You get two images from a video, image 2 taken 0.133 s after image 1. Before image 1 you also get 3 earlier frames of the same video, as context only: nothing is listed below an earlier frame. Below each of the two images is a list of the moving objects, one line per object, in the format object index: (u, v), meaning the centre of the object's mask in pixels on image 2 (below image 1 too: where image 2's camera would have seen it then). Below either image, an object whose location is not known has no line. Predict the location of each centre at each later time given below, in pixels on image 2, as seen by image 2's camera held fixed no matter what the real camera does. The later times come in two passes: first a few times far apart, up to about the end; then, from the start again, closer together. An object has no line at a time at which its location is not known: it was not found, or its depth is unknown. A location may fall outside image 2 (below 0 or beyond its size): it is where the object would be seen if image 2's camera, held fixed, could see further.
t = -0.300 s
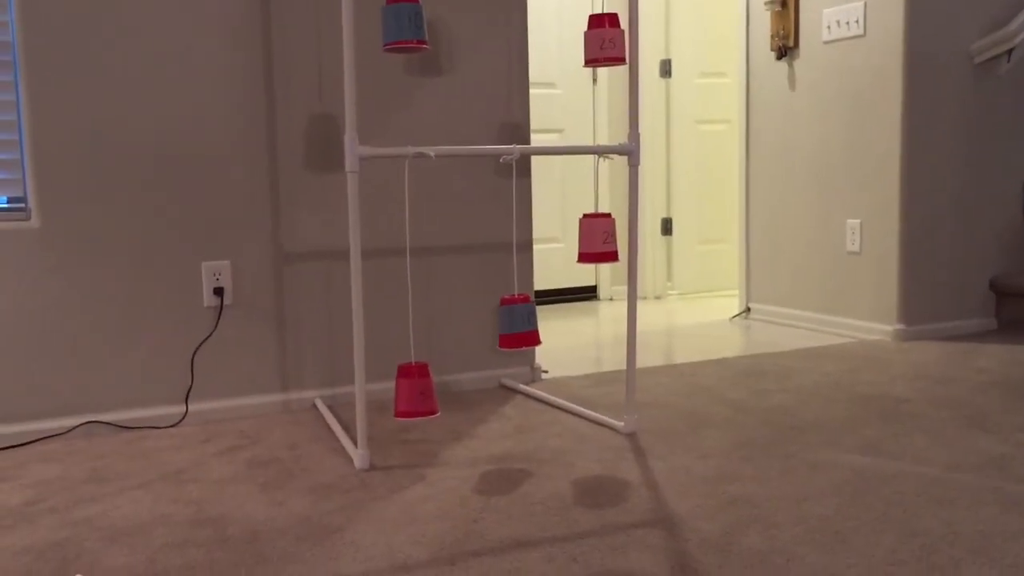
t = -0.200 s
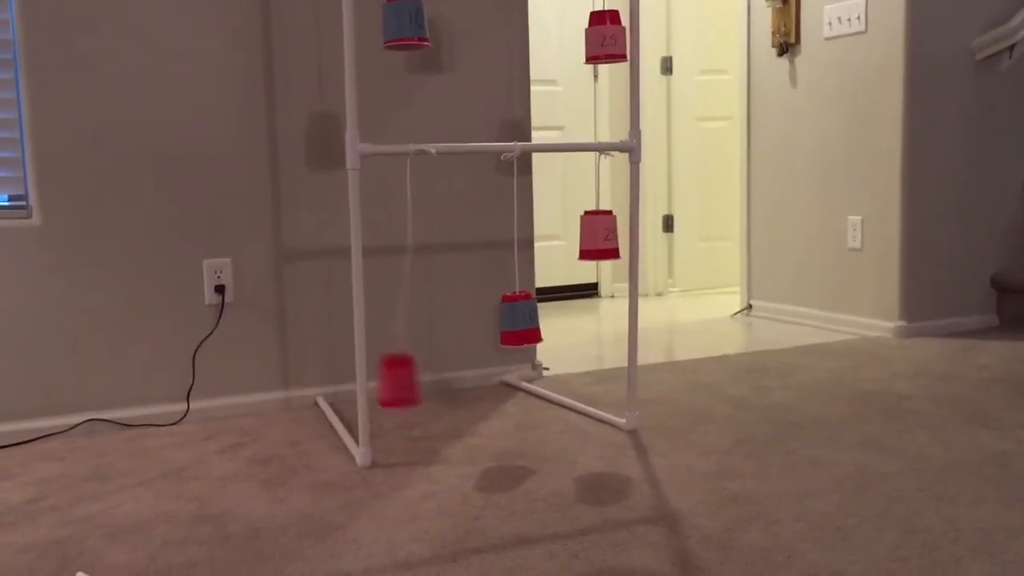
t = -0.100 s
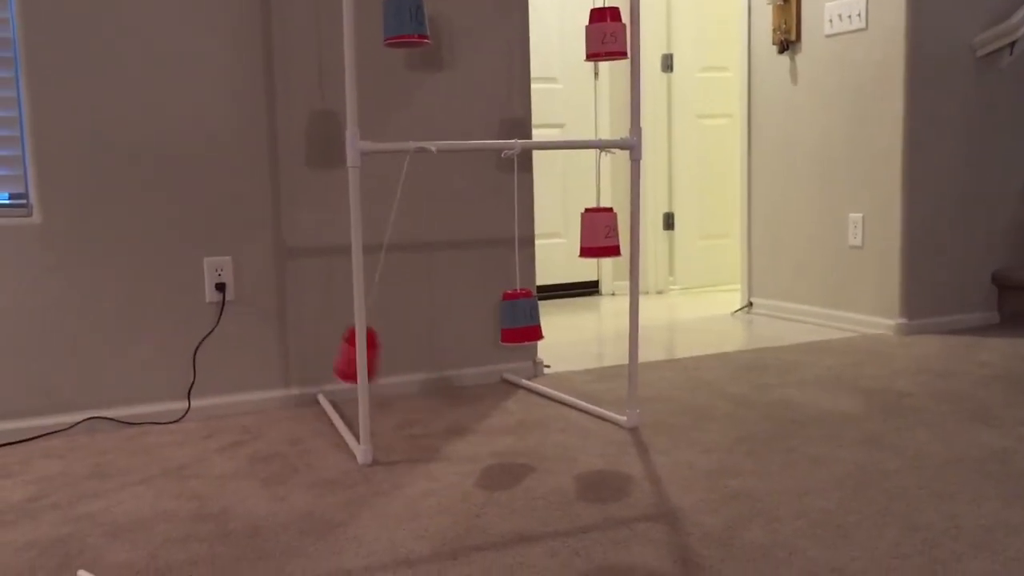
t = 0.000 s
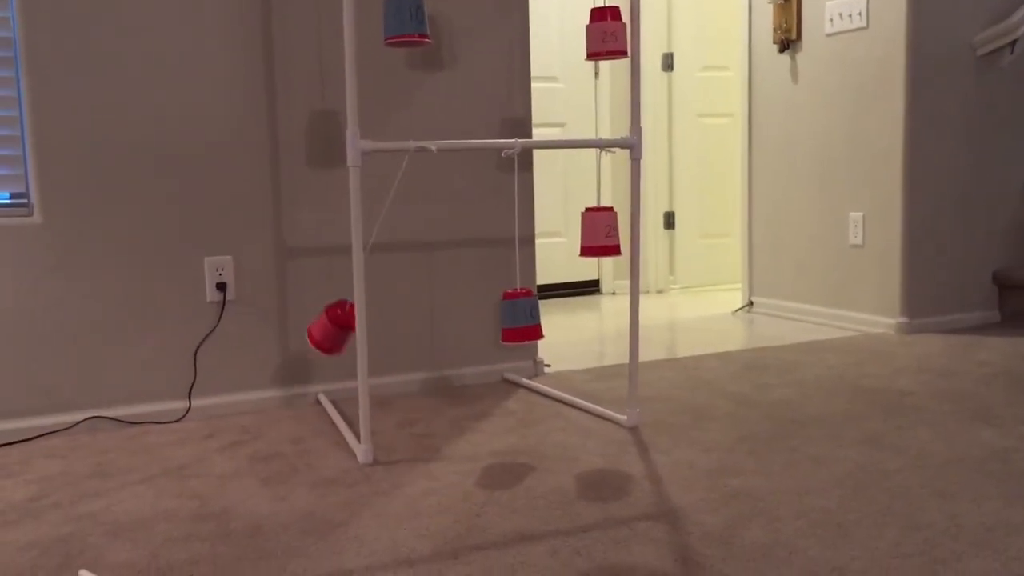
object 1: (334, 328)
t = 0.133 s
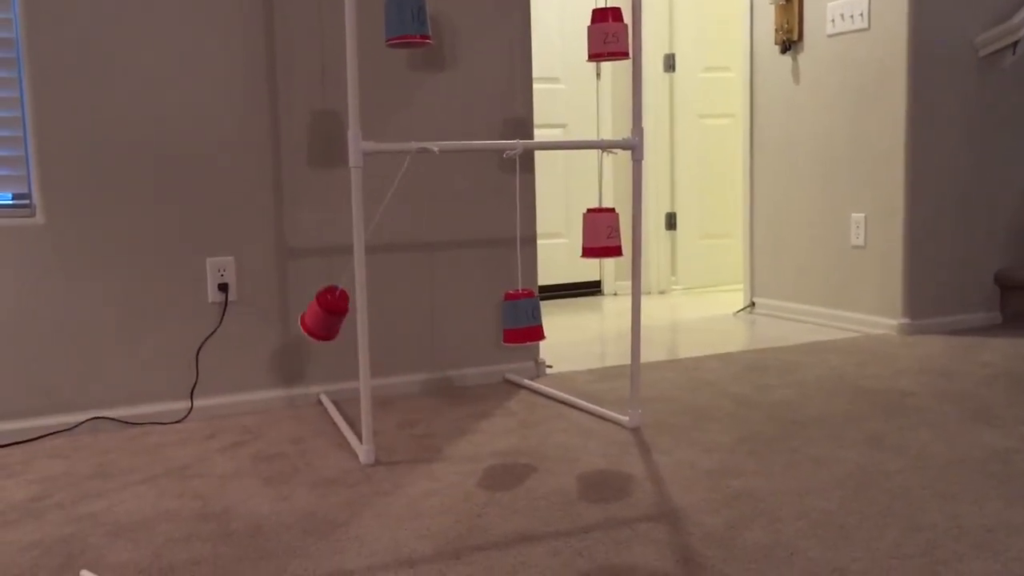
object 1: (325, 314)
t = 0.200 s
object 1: (330, 319)
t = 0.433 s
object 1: (390, 375)
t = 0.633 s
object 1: (468, 380)
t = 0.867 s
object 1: (505, 362)
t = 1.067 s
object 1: (469, 381)
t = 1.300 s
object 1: (391, 377)
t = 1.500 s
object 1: (346, 350)
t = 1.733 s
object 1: (369, 359)
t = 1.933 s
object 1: (417, 385)
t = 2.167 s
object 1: (472, 379)
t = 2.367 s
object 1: (475, 377)
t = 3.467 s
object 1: (441, 387)
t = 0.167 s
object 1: (327, 315)
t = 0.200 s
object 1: (330, 319)
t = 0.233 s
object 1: (334, 325)
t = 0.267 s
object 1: (338, 333)
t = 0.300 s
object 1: (342, 342)
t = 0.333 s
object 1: (352, 350)
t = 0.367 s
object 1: (369, 360)
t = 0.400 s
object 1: (383, 367)
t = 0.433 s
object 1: (390, 375)
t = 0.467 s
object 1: (403, 381)
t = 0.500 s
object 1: (416, 385)
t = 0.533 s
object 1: (431, 386)
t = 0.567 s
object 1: (445, 386)
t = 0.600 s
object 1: (457, 384)
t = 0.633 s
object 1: (468, 380)
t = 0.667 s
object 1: (478, 377)
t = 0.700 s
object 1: (487, 373)
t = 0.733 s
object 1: (494, 369)
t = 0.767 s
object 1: (499, 364)
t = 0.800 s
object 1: (503, 362)
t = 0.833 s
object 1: (505, 362)
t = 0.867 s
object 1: (505, 362)
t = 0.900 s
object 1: (503, 363)
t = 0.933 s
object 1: (499, 366)
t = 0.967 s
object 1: (494, 369)
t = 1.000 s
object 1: (486, 373)
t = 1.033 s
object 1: (478, 377)
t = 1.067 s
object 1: (469, 381)
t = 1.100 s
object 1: (458, 385)
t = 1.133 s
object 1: (447, 388)
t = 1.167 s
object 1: (435, 389)
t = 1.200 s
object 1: (423, 388)
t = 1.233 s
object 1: (412, 386)
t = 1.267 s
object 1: (401, 382)
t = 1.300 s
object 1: (391, 377)
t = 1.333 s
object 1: (385, 370)
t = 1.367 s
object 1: (380, 364)
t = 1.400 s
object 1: (369, 361)
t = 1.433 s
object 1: (358, 356)
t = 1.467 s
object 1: (354, 351)
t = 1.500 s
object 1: (346, 350)
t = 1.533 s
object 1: (345, 348)
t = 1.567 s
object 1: (345, 347)
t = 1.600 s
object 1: (345, 347)
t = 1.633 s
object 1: (351, 347)
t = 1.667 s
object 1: (355, 350)
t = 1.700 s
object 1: (357, 354)
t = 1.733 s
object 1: (369, 359)
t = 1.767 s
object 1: (381, 361)
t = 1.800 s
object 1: (385, 367)
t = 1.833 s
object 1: (389, 373)
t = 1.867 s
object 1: (397, 378)
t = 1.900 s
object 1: (406, 382)
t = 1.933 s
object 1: (417, 385)
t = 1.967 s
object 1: (427, 387)
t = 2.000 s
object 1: (436, 388)
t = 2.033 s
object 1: (445, 387)
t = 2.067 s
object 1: (454, 386)
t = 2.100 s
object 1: (461, 384)
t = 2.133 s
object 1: (467, 382)
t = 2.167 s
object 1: (472, 379)
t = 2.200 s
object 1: (476, 377)
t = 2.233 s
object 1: (478, 375)
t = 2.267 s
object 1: (479, 374)
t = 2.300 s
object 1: (479, 374)
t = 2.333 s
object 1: (478, 375)
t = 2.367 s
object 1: (475, 377)
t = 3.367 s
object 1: (419, 386)
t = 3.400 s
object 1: (426, 387)
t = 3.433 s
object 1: (434, 388)
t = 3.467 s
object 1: (441, 387)
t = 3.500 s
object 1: (435, 388)
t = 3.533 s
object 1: (437, 387)
